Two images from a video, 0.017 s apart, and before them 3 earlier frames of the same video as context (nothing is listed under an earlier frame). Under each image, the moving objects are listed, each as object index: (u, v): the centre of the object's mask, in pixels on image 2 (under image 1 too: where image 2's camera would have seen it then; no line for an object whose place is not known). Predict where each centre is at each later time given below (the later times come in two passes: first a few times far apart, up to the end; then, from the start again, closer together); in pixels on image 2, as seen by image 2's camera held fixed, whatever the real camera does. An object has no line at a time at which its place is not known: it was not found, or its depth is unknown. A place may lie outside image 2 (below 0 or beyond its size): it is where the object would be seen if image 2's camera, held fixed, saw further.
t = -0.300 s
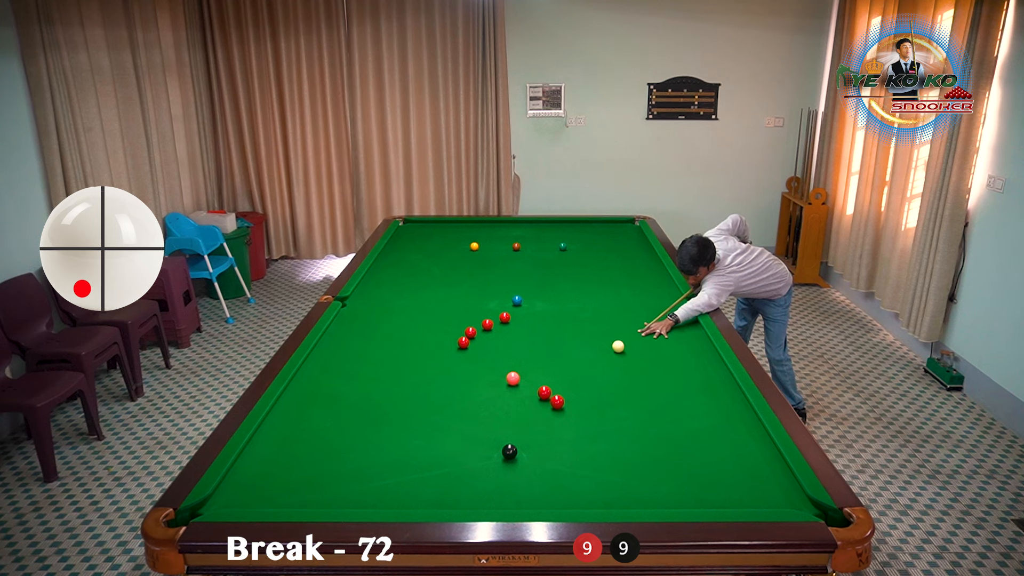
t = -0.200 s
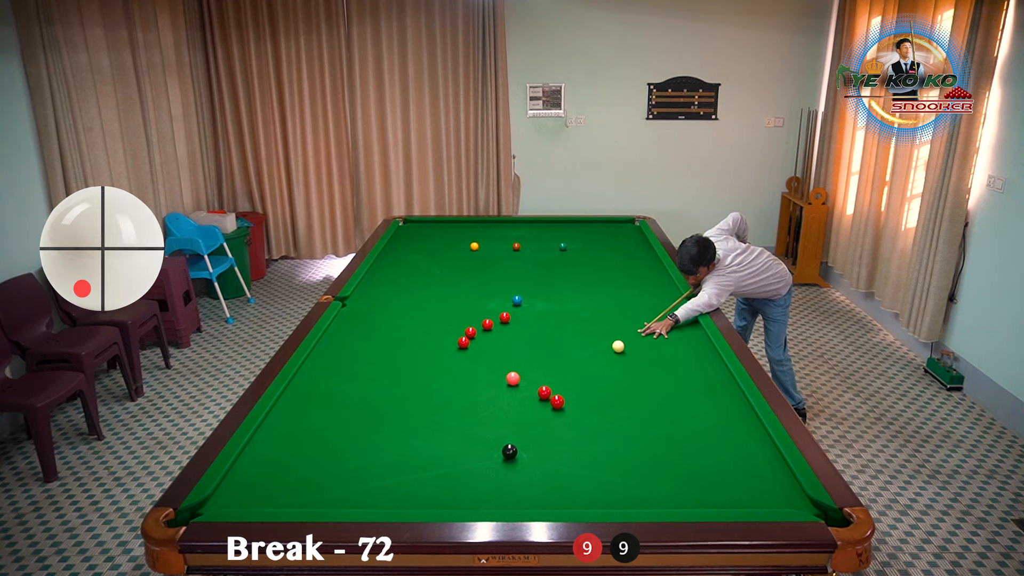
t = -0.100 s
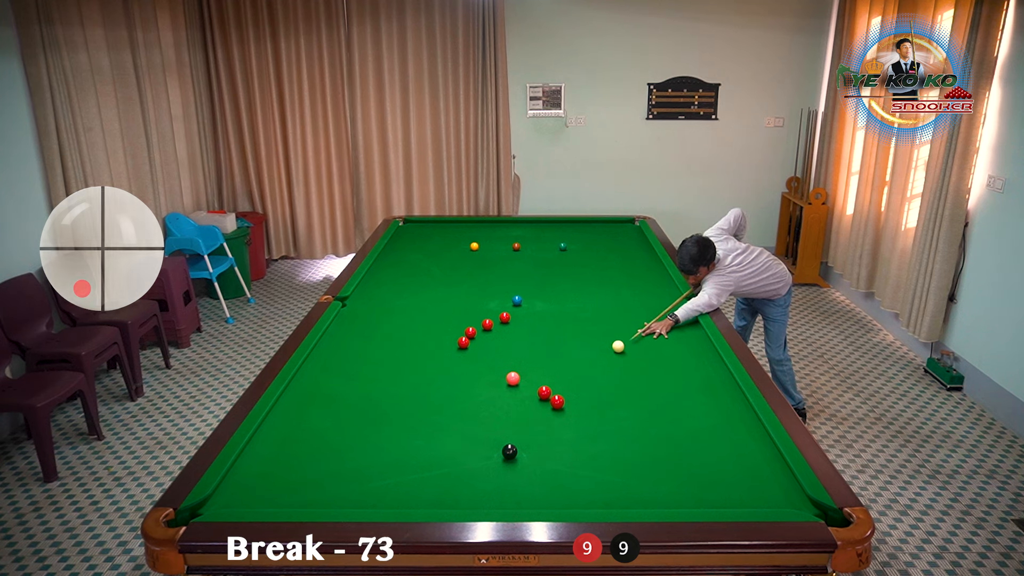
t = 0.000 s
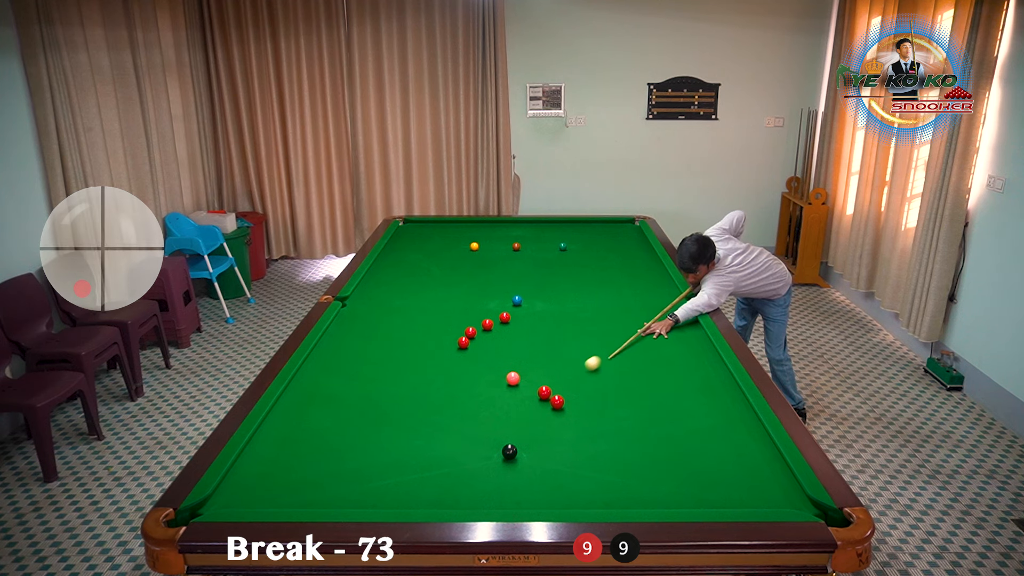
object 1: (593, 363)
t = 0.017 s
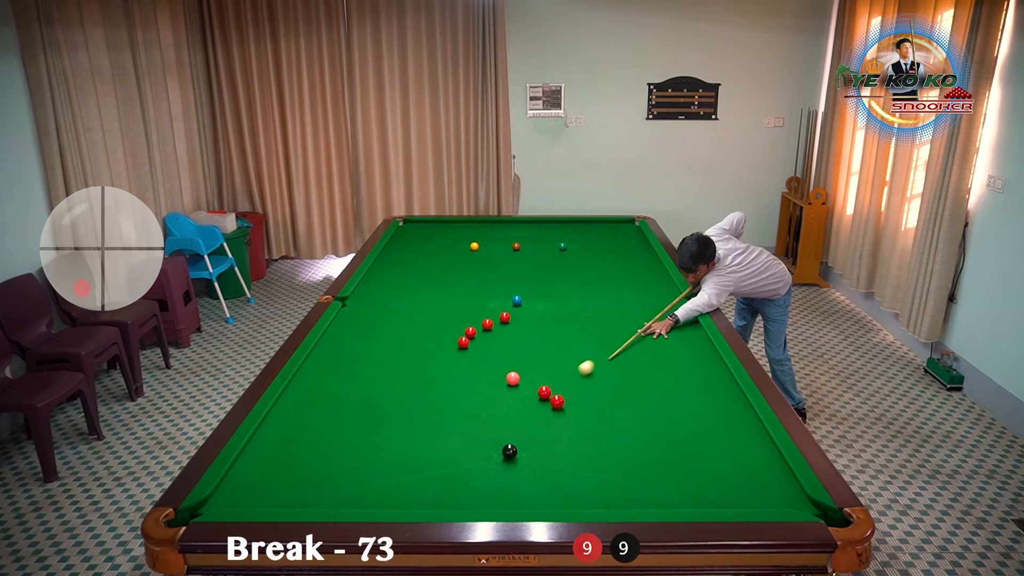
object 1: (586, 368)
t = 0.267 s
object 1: (577, 400)
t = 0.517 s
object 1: (611, 408)
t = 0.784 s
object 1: (647, 415)
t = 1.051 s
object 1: (681, 422)
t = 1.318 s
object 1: (716, 428)
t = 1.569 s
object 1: (747, 434)
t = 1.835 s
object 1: (756, 438)
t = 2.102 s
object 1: (743, 440)
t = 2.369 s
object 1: (731, 441)
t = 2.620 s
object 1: (723, 442)
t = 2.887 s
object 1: (715, 442)
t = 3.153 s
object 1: (709, 443)
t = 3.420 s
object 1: (705, 443)
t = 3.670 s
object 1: (704, 443)
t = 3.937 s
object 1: (704, 443)
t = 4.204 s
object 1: (704, 443)
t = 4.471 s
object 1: (704, 443)
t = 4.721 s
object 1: (704, 443)
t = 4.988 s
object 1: (704, 443)
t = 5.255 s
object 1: (704, 443)
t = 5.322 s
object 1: (704, 443)
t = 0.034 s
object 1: (580, 372)
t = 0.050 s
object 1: (573, 376)
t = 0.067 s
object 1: (566, 381)
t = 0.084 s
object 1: (560, 385)
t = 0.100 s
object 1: (556, 389)
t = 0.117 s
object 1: (557, 389)
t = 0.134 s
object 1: (560, 391)
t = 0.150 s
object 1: (562, 392)
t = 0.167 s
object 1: (565, 394)
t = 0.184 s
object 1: (567, 395)
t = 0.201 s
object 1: (569, 397)
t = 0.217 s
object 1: (571, 398)
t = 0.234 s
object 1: (573, 399)
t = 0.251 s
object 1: (575, 400)
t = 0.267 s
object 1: (577, 400)
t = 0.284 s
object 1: (580, 401)
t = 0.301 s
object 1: (582, 402)
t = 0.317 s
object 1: (584, 402)
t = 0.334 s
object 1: (586, 403)
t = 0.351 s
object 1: (588, 403)
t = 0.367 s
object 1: (591, 404)
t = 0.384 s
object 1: (593, 404)
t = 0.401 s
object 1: (595, 405)
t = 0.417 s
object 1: (597, 405)
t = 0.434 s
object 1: (600, 405)
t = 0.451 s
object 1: (602, 406)
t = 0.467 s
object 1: (604, 406)
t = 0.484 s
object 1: (606, 407)
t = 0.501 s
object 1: (609, 407)
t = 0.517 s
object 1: (611, 408)
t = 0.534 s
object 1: (613, 408)
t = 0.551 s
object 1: (615, 409)
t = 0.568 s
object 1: (618, 409)
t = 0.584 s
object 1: (620, 410)
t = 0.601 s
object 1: (622, 410)
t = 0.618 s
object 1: (624, 410)
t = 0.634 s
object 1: (627, 411)
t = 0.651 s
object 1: (629, 411)
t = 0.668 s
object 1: (631, 412)
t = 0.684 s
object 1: (633, 412)
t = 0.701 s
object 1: (635, 413)
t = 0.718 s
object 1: (638, 413)
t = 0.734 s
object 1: (640, 414)
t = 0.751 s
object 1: (642, 414)
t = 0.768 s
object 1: (644, 414)
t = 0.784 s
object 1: (647, 415)
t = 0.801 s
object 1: (649, 415)
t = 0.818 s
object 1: (651, 416)
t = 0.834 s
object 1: (653, 416)
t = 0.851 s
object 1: (655, 417)
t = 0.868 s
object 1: (657, 417)
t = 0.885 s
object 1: (660, 417)
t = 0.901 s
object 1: (662, 418)
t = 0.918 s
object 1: (664, 418)
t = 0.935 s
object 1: (666, 419)
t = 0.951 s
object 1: (669, 419)
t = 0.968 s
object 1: (671, 420)
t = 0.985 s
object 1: (673, 420)
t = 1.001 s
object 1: (675, 420)
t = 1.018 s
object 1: (677, 421)
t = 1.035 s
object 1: (679, 421)
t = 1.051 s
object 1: (681, 422)
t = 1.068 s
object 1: (684, 422)
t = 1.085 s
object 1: (686, 423)
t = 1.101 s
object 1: (688, 423)
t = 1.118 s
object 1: (690, 423)
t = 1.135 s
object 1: (692, 424)
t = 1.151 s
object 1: (694, 424)
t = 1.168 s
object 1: (696, 425)
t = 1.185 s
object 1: (699, 425)
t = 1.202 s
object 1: (701, 425)
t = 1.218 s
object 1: (703, 426)
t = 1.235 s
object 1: (705, 426)
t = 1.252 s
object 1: (707, 427)
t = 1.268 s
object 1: (709, 427)
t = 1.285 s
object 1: (711, 427)
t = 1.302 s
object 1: (713, 428)
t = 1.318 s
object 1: (716, 428)
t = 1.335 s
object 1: (718, 429)
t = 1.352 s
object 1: (720, 429)
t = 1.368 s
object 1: (722, 429)
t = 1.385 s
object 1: (724, 430)
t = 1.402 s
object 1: (726, 430)
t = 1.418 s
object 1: (728, 431)
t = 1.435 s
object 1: (730, 431)
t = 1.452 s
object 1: (732, 431)
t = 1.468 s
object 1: (734, 432)
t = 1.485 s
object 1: (736, 432)
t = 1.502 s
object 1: (738, 433)
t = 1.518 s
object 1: (741, 433)
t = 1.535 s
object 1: (742, 434)
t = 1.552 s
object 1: (744, 434)
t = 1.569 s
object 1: (747, 434)
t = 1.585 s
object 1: (749, 435)
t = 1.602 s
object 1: (751, 435)
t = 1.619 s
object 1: (753, 436)
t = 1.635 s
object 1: (755, 436)
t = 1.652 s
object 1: (757, 436)
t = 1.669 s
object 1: (759, 437)
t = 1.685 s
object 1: (761, 437)
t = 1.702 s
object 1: (763, 438)
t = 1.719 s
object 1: (763, 438)
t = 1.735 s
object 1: (762, 438)
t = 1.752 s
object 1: (761, 438)
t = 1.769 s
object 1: (760, 438)
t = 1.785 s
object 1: (759, 438)
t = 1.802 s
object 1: (758, 438)
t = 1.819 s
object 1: (757, 438)
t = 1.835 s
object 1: (756, 438)
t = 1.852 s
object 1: (755, 438)
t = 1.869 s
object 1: (754, 439)
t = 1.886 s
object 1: (754, 439)
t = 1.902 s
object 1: (753, 439)
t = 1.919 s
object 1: (752, 439)
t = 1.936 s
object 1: (751, 439)
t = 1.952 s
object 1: (750, 439)
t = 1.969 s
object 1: (749, 439)
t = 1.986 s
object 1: (749, 439)
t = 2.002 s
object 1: (748, 439)
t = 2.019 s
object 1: (747, 439)
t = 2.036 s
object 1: (746, 439)
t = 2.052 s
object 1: (745, 439)
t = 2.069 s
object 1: (744, 440)
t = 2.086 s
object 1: (744, 440)
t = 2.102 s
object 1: (743, 440)
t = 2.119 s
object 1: (742, 440)
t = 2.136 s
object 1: (741, 440)
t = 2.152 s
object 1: (740, 440)
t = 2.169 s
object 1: (740, 440)
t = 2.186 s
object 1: (739, 440)
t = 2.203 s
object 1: (738, 440)
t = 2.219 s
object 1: (738, 440)
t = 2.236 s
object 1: (737, 440)
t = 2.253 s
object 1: (736, 440)
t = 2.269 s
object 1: (735, 440)
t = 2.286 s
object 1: (735, 440)
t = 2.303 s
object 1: (734, 441)
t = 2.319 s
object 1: (733, 441)
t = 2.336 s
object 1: (733, 441)
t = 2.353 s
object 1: (732, 441)
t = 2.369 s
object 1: (731, 441)
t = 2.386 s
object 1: (731, 441)
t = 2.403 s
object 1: (730, 441)
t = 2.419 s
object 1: (729, 441)
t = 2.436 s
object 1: (729, 441)
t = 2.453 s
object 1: (728, 441)
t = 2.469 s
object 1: (727, 441)
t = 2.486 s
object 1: (727, 441)
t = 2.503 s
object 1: (726, 441)
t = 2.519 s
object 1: (726, 441)
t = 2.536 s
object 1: (725, 441)
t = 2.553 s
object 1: (725, 441)
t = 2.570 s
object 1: (724, 441)
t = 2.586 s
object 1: (724, 442)
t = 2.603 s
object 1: (723, 441)
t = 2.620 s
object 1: (723, 442)
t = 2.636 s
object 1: (722, 442)
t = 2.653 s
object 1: (721, 442)
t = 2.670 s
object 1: (721, 442)
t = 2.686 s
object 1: (720, 442)
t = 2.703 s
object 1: (720, 442)
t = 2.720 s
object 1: (719, 442)
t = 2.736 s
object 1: (719, 442)
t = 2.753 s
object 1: (718, 442)
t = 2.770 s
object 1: (718, 442)
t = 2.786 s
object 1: (717, 442)
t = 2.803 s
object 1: (717, 442)
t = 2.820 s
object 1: (716, 442)
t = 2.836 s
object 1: (716, 442)
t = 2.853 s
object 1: (715, 442)
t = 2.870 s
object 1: (715, 442)
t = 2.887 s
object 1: (715, 442)
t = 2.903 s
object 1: (714, 442)
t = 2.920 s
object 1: (714, 442)
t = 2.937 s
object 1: (713, 442)
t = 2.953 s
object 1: (713, 442)
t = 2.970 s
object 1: (713, 442)
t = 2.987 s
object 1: (712, 442)
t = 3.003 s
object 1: (712, 442)
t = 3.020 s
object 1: (712, 443)
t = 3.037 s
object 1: (711, 443)
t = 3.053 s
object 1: (711, 443)
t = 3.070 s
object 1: (711, 443)
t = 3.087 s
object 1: (710, 443)
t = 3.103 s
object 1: (710, 443)
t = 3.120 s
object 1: (710, 443)
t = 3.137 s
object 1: (709, 443)
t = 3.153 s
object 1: (709, 443)
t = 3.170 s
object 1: (709, 443)
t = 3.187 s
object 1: (708, 443)
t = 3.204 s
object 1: (708, 443)
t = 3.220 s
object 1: (708, 443)
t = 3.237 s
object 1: (708, 443)
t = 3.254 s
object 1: (707, 443)
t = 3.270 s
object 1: (707, 443)
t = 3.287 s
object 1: (707, 443)
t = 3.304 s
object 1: (707, 443)
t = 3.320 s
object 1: (706, 443)
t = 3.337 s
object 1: (706, 443)
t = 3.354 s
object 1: (706, 443)
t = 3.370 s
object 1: (706, 443)
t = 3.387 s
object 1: (706, 443)
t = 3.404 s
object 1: (705, 443)
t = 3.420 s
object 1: (705, 443)
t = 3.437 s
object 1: (705, 443)
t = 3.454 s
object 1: (705, 443)
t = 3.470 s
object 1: (705, 443)
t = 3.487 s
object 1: (704, 443)
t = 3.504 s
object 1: (704, 443)
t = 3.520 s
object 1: (704, 443)
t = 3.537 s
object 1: (704, 443)
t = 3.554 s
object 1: (704, 443)
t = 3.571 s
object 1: (704, 443)
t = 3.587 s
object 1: (704, 443)
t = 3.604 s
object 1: (704, 443)
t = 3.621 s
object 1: (704, 443)
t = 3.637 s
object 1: (704, 443)
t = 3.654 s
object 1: (704, 443)
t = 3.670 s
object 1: (704, 443)
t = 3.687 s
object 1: (704, 443)
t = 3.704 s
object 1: (704, 443)
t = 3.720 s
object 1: (704, 443)
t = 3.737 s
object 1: (704, 443)
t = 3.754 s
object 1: (704, 443)
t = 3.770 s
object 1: (704, 443)
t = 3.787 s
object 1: (704, 443)
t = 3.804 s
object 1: (704, 443)
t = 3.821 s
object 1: (704, 443)
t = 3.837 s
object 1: (704, 443)
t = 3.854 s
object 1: (704, 443)
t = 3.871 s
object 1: (704, 443)
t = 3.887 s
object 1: (704, 443)
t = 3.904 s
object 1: (704, 443)
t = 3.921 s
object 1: (704, 443)
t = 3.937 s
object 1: (704, 443)
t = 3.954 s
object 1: (704, 443)
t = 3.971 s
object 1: (704, 443)
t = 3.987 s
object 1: (704, 443)
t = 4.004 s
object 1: (704, 443)
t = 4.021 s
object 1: (704, 443)
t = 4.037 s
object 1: (704, 443)
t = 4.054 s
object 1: (704, 443)
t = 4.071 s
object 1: (704, 443)
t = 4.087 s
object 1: (704, 443)
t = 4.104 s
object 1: (704, 443)
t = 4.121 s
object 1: (704, 443)
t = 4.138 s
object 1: (704, 443)
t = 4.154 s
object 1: (704, 443)
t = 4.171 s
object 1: (704, 443)
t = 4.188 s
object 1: (704, 443)
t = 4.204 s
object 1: (704, 443)
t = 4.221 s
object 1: (704, 443)
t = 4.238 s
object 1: (704, 443)
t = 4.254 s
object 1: (704, 443)
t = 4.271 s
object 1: (704, 443)
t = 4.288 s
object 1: (704, 443)
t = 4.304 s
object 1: (704, 443)
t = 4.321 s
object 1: (704, 443)
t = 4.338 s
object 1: (704, 443)
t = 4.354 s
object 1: (704, 443)
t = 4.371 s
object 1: (704, 443)
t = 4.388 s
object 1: (704, 443)
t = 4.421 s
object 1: (704, 443)
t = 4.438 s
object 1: (704, 443)
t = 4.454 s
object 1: (704, 443)
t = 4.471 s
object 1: (704, 443)
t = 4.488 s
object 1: (704, 443)
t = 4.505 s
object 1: (704, 443)
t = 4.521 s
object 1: (704, 443)
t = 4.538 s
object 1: (704, 443)
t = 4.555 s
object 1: (704, 443)
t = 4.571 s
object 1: (704, 443)
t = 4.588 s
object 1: (704, 443)
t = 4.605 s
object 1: (704, 443)
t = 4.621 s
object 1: (704, 443)
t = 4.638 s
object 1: (704, 443)
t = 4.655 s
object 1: (704, 443)
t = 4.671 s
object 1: (704, 443)
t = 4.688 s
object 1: (704, 443)
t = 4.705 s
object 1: (704, 443)
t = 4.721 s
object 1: (704, 443)
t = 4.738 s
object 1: (704, 443)
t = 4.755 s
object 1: (704, 443)
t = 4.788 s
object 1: (704, 443)
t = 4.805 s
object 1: (704, 443)
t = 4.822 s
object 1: (704, 443)
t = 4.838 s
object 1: (704, 443)
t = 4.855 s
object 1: (704, 443)
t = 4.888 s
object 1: (704, 443)
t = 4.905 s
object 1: (704, 443)
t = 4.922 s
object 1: (704, 443)
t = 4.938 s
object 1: (704, 443)
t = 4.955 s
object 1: (704, 443)
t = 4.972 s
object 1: (704, 443)
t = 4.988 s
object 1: (704, 443)
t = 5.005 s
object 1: (704, 443)
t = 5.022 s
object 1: (704, 443)
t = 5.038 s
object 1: (704, 443)
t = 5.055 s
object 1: (704, 443)
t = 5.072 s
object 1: (704, 443)
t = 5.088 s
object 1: (704, 443)
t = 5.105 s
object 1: (704, 443)
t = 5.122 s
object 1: (704, 443)
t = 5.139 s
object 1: (704, 443)
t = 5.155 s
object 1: (704, 443)
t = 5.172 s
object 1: (704, 443)
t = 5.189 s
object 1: (704, 443)
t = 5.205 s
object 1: (704, 443)
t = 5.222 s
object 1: (704, 443)
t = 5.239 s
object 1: (704, 443)
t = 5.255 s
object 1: (704, 443)
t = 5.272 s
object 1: (704, 443)
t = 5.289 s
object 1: (704, 443)
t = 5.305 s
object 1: (704, 443)
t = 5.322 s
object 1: (704, 443)
